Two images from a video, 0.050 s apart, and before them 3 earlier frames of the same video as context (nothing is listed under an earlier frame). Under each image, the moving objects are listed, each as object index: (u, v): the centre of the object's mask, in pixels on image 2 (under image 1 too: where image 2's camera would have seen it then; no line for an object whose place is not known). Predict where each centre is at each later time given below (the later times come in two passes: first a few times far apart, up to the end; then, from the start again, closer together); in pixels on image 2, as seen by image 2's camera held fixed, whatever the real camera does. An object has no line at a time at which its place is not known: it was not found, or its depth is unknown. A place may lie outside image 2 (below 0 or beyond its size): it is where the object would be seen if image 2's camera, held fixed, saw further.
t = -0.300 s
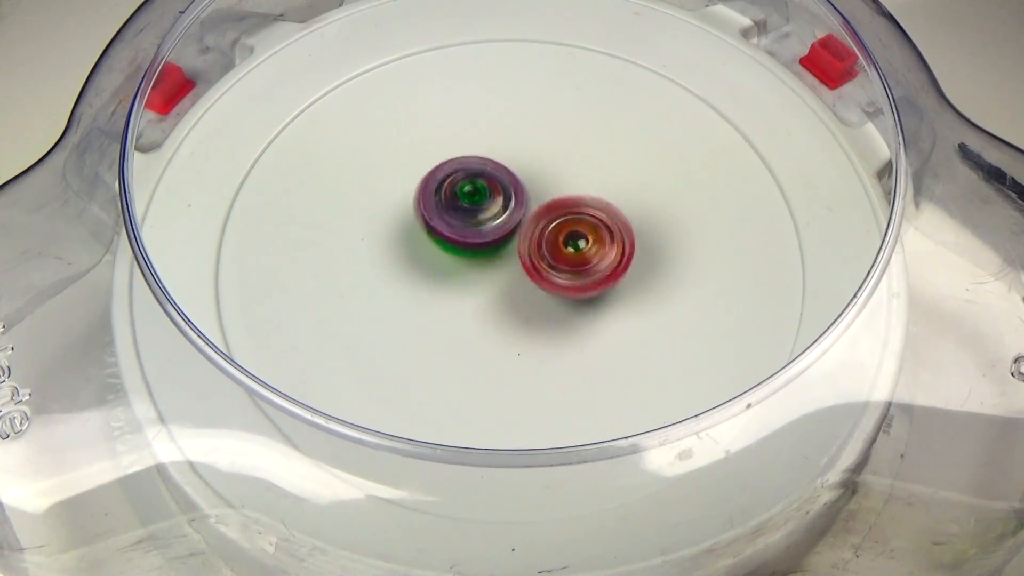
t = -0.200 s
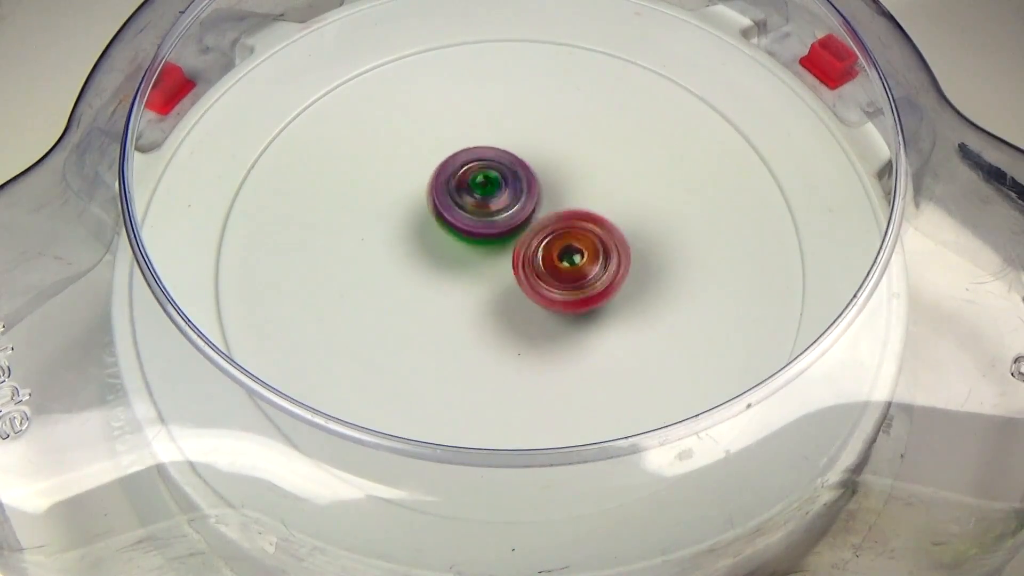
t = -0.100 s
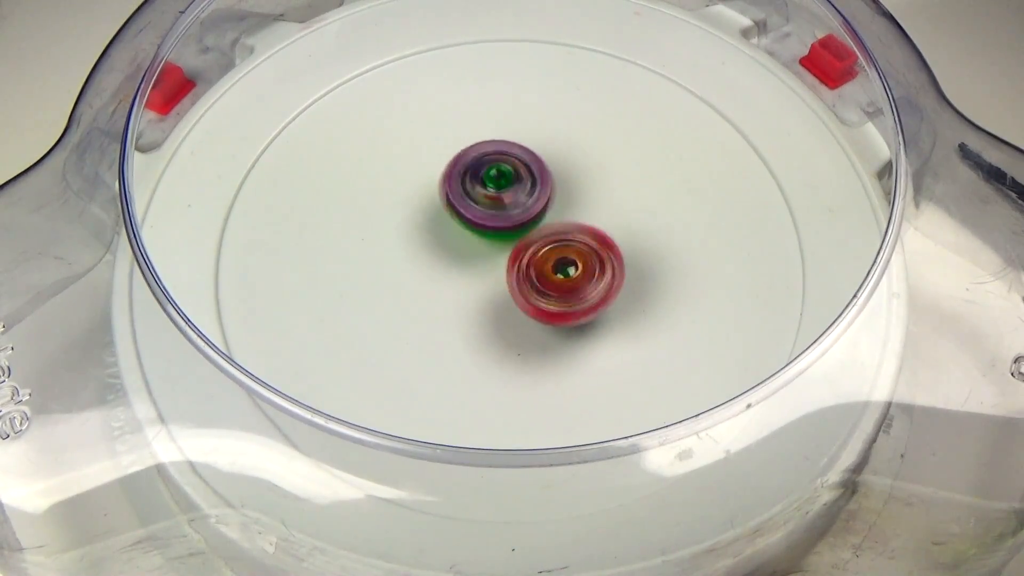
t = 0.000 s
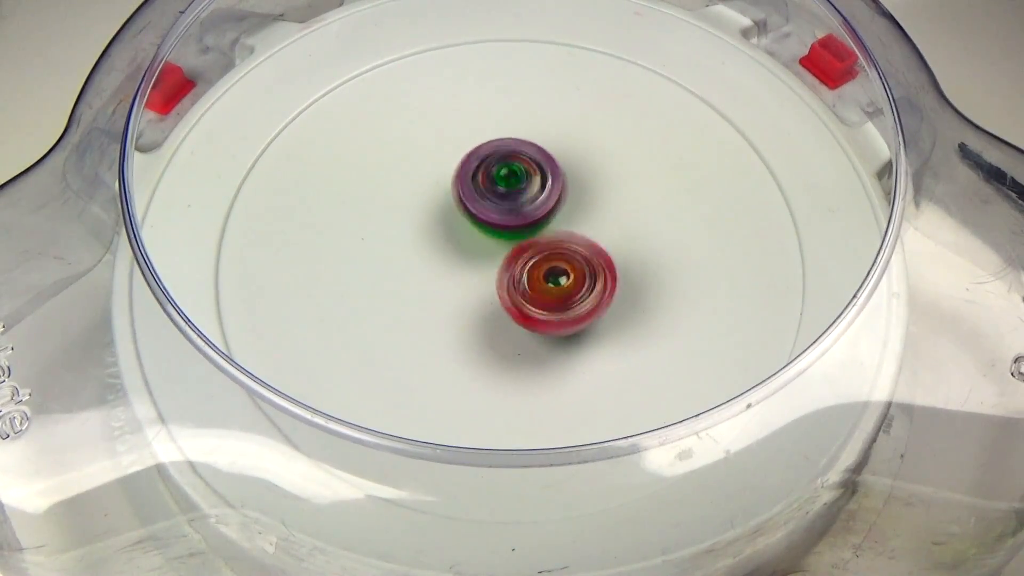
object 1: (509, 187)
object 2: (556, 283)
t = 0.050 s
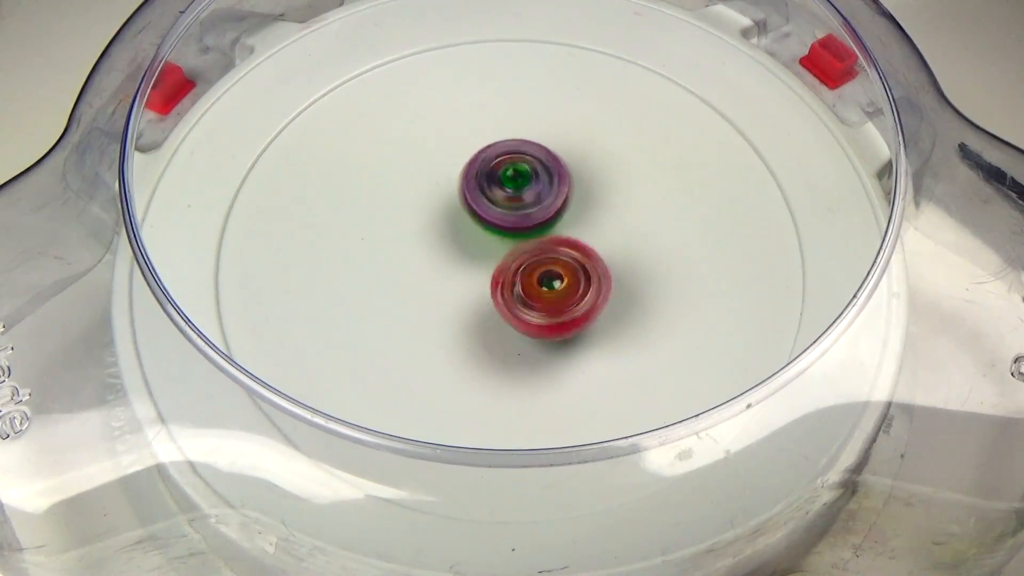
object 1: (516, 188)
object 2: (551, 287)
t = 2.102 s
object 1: (481, 221)
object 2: (618, 244)
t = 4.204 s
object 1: (484, 223)
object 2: (592, 263)
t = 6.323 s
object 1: (472, 249)
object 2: (576, 300)
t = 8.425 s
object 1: (453, 208)
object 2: (481, 303)
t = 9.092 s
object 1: (583, 236)
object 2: (475, 192)
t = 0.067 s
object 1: (518, 189)
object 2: (548, 289)
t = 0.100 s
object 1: (521, 191)
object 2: (544, 290)
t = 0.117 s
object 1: (524, 191)
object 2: (541, 292)
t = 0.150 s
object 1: (528, 194)
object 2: (536, 292)
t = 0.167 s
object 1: (530, 195)
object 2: (535, 293)
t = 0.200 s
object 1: (534, 198)
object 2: (529, 293)
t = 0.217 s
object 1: (536, 200)
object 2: (527, 293)
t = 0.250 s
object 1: (541, 203)
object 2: (520, 296)
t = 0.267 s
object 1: (544, 204)
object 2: (515, 296)
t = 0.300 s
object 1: (547, 208)
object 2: (509, 299)
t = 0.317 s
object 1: (549, 210)
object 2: (504, 300)
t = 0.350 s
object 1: (551, 213)
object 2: (499, 299)
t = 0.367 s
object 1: (551, 215)
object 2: (496, 300)
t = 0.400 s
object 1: (554, 221)
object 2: (489, 299)
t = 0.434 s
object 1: (555, 225)
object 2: (483, 297)
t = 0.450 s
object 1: (556, 227)
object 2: (477, 298)
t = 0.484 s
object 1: (562, 228)
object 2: (466, 300)
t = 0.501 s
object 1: (564, 229)
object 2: (461, 300)
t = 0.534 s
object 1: (567, 230)
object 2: (453, 301)
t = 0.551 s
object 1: (568, 231)
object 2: (450, 301)
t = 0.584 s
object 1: (571, 233)
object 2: (443, 300)
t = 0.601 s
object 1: (572, 235)
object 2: (441, 299)
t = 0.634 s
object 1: (572, 238)
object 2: (437, 296)
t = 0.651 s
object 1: (571, 238)
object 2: (434, 294)
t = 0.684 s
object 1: (573, 241)
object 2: (431, 291)
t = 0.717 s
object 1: (572, 245)
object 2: (430, 287)
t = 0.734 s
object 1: (569, 246)
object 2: (428, 284)
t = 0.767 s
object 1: (567, 248)
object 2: (428, 279)
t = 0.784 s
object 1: (566, 250)
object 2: (428, 277)
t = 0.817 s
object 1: (563, 253)
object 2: (428, 270)
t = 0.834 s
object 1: (561, 255)
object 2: (430, 267)
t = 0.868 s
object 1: (557, 258)
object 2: (431, 261)
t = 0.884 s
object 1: (556, 259)
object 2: (433, 257)
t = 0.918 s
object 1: (556, 263)
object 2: (431, 249)
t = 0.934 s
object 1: (560, 266)
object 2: (427, 243)
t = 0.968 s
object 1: (563, 270)
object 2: (420, 233)
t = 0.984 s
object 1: (565, 271)
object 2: (418, 229)
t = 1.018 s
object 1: (567, 272)
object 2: (414, 220)
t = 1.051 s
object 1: (567, 274)
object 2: (412, 212)
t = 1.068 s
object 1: (566, 275)
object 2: (413, 209)
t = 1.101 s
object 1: (563, 276)
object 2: (413, 202)
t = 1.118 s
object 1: (561, 276)
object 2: (414, 198)
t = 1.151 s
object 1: (558, 276)
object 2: (416, 192)
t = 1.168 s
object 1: (557, 277)
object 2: (417, 189)
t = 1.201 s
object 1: (552, 277)
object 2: (421, 184)
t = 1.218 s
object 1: (548, 278)
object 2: (424, 182)
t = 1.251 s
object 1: (541, 278)
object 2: (430, 178)
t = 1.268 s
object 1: (538, 277)
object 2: (433, 175)
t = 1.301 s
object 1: (531, 276)
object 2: (441, 172)
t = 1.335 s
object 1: (524, 276)
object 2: (449, 170)
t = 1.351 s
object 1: (521, 276)
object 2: (452, 168)
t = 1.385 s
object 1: (512, 275)
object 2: (462, 166)
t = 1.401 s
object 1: (508, 275)
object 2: (466, 167)
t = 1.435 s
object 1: (501, 273)
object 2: (475, 165)
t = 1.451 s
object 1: (497, 273)
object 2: (481, 166)
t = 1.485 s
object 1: (491, 273)
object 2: (491, 166)
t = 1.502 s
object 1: (488, 273)
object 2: (496, 166)
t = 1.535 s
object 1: (481, 272)
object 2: (506, 167)
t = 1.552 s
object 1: (478, 271)
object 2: (510, 168)
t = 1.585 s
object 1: (472, 270)
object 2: (520, 170)
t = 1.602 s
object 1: (470, 268)
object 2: (527, 171)
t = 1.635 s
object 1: (467, 267)
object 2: (536, 174)
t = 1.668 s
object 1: (463, 266)
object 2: (546, 177)
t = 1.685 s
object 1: (462, 265)
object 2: (551, 177)
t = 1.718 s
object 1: (459, 262)
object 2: (562, 181)
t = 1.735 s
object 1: (458, 261)
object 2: (565, 183)
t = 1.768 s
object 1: (457, 258)
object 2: (574, 186)
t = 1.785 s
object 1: (457, 257)
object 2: (579, 189)
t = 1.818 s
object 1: (458, 254)
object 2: (587, 194)
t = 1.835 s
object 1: (459, 253)
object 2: (591, 195)
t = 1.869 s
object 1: (461, 251)
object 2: (598, 200)
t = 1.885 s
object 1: (462, 250)
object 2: (600, 203)
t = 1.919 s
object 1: (464, 247)
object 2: (605, 209)
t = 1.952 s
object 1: (467, 243)
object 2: (610, 215)
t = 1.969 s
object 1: (468, 240)
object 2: (612, 219)
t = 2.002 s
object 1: (472, 236)
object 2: (615, 225)
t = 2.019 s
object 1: (475, 234)
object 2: (616, 227)
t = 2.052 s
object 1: (478, 229)
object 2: (619, 235)
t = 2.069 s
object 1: (479, 226)
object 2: (617, 238)
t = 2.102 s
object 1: (481, 221)
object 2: (618, 244)
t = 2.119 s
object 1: (482, 219)
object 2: (618, 248)
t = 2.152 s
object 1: (484, 213)
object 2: (616, 255)
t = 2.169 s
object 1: (486, 211)
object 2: (616, 258)
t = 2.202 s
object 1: (488, 206)
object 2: (612, 265)
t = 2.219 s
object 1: (489, 204)
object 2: (610, 269)
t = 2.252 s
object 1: (490, 202)
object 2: (604, 274)
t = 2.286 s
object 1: (492, 200)
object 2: (598, 281)
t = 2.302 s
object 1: (493, 200)
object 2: (595, 284)
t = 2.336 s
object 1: (494, 199)
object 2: (587, 289)
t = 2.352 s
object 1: (495, 199)
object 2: (584, 291)
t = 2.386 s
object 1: (497, 198)
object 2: (575, 296)
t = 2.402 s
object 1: (498, 198)
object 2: (569, 298)
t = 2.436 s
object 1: (502, 198)
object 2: (559, 302)
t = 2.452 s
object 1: (504, 198)
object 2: (554, 303)
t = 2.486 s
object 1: (507, 200)
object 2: (543, 305)
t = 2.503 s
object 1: (508, 201)
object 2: (536, 305)
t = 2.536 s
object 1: (510, 203)
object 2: (524, 305)
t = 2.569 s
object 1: (513, 205)
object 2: (513, 305)
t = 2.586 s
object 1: (514, 206)
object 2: (506, 304)
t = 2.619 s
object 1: (516, 208)
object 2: (495, 302)
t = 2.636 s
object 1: (518, 209)
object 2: (489, 301)
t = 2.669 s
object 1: (521, 211)
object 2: (478, 299)
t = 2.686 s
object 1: (522, 213)
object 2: (470, 298)
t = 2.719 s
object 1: (524, 215)
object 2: (459, 295)
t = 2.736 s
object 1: (525, 218)
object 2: (455, 294)
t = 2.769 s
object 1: (525, 221)
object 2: (445, 290)
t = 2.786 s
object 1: (526, 223)
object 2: (439, 287)
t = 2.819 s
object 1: (528, 227)
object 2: (432, 283)
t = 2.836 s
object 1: (528, 229)
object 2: (429, 280)
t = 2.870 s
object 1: (528, 232)
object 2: (422, 275)
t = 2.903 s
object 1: (529, 236)
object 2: (417, 269)
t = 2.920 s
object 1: (531, 238)
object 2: (415, 265)
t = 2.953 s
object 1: (533, 242)
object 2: (413, 258)
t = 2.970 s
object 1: (533, 242)
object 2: (411, 255)
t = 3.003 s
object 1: (535, 246)
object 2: (410, 248)
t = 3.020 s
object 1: (535, 248)
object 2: (411, 245)
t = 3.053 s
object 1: (535, 252)
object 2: (412, 238)
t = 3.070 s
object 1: (535, 253)
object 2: (412, 234)
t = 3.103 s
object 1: (535, 257)
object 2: (413, 227)
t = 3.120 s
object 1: (535, 259)
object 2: (416, 224)
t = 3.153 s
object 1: (533, 262)
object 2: (420, 217)
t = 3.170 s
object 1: (533, 263)
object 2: (421, 213)
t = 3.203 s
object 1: (531, 266)
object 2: (426, 207)
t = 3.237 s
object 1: (529, 268)
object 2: (431, 200)
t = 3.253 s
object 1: (527, 268)
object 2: (435, 198)
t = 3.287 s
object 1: (525, 270)
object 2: (441, 192)
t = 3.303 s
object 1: (525, 271)
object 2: (445, 189)
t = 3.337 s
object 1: (523, 272)
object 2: (452, 184)
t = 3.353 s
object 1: (521, 272)
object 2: (457, 182)
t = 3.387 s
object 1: (519, 273)
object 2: (465, 178)
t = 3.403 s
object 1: (518, 274)
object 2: (470, 175)
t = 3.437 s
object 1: (515, 274)
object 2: (479, 172)
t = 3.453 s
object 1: (513, 274)
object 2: (483, 171)
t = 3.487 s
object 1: (511, 275)
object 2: (492, 168)
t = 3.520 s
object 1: (508, 275)
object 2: (501, 166)
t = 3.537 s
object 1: (506, 274)
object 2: (506, 165)
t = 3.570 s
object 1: (503, 273)
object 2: (516, 164)
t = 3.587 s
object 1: (502, 273)
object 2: (520, 164)
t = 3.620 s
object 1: (500, 272)
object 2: (529, 165)
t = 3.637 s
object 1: (498, 271)
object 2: (535, 165)
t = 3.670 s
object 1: (495, 269)
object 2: (544, 167)
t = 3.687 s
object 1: (495, 268)
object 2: (547, 168)
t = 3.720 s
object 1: (492, 266)
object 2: (555, 170)
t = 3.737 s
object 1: (491, 264)
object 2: (561, 172)
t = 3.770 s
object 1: (489, 261)
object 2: (569, 175)
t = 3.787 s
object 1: (489, 260)
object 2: (571, 177)
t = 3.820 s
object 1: (488, 256)
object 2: (579, 181)
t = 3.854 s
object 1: (487, 253)
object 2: (585, 186)
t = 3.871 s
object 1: (485, 250)
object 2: (589, 189)
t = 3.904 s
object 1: (484, 247)
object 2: (594, 195)
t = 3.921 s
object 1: (484, 246)
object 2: (595, 198)
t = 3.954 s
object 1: (483, 242)
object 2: (599, 204)
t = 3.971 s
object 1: (483, 241)
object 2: (601, 208)
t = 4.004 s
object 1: (482, 238)
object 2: (604, 215)
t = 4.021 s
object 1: (482, 237)
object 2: (603, 219)
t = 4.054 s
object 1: (482, 234)
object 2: (604, 227)
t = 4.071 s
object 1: (482, 232)
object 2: (605, 231)
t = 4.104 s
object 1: (482, 230)
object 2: (603, 239)
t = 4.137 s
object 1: (483, 228)
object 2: (601, 247)
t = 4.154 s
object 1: (483, 227)
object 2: (598, 250)
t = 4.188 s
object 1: (483, 224)
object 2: (595, 259)
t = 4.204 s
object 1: (484, 223)
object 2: (592, 263)
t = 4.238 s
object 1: (484, 221)
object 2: (587, 271)
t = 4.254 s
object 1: (485, 221)
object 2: (583, 274)
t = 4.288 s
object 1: (486, 219)
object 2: (577, 282)
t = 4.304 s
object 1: (487, 218)
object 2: (573, 285)
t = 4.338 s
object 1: (489, 217)
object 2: (565, 291)
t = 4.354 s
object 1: (490, 217)
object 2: (560, 294)
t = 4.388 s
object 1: (492, 216)
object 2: (550, 298)
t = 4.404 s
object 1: (492, 215)
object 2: (546, 301)
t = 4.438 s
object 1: (494, 215)
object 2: (536, 304)
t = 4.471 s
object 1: (497, 215)
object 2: (526, 307)
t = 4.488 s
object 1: (498, 215)
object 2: (520, 308)
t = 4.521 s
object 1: (500, 215)
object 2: (509, 310)
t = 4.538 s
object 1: (502, 215)
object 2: (506, 311)
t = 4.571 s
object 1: (504, 215)
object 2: (495, 311)
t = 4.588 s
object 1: (505, 215)
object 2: (489, 311)
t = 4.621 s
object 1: (507, 216)
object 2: (479, 309)
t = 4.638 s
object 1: (508, 216)
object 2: (476, 308)
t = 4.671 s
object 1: (510, 216)
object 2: (467, 305)
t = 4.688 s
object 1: (511, 217)
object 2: (461, 303)
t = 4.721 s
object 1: (513, 218)
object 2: (453, 298)
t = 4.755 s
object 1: (515, 220)
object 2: (446, 293)
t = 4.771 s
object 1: (516, 220)
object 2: (441, 291)
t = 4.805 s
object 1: (519, 221)
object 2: (432, 287)
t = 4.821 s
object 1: (521, 220)
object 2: (428, 286)
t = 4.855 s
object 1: (523, 220)
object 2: (422, 281)
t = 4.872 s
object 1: (523, 220)
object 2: (418, 277)
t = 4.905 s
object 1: (524, 221)
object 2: (415, 271)
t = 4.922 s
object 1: (525, 222)
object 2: (414, 268)
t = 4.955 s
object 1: (526, 223)
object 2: (413, 261)
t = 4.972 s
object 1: (526, 225)
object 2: (412, 257)
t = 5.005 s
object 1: (528, 227)
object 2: (412, 250)
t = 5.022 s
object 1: (529, 228)
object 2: (413, 246)
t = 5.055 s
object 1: (538, 230)
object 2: (406, 238)
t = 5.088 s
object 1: (544, 231)
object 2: (402, 230)
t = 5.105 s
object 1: (546, 231)
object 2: (402, 226)
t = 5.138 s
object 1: (549, 233)
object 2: (400, 218)
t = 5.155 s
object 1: (551, 234)
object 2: (400, 215)
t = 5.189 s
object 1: (553, 236)
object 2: (401, 208)
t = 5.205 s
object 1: (552, 237)
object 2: (402, 203)
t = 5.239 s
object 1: (552, 240)
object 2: (405, 198)
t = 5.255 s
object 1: (553, 240)
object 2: (408, 195)
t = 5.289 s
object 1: (552, 243)
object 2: (414, 189)
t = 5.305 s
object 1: (551, 244)
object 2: (416, 187)
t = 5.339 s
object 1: (550, 247)
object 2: (424, 182)
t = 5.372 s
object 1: (549, 249)
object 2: (433, 178)
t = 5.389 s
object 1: (549, 249)
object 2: (437, 176)
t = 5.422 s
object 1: (546, 251)
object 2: (446, 172)
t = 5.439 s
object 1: (546, 253)
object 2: (452, 172)
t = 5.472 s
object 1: (543, 254)
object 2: (463, 169)
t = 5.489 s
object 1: (541, 255)
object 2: (468, 168)
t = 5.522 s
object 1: (537, 257)
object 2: (478, 167)
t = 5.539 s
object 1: (537, 257)
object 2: (485, 166)
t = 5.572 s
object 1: (534, 261)
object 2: (494, 164)
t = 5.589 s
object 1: (531, 264)
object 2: (500, 163)
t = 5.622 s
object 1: (529, 267)
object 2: (511, 163)
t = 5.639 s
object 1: (529, 268)
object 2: (516, 163)
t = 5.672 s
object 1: (526, 270)
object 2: (527, 165)
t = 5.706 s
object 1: (523, 271)
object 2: (538, 167)
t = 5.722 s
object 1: (521, 271)
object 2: (543, 169)
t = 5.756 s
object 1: (517, 272)
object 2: (553, 173)
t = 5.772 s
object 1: (514, 273)
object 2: (558, 174)
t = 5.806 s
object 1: (509, 274)
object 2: (568, 179)
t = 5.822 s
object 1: (509, 273)
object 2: (572, 182)
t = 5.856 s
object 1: (505, 274)
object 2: (581, 189)
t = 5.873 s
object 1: (503, 274)
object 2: (584, 191)
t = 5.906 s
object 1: (501, 274)
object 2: (591, 199)
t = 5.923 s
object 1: (499, 273)
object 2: (593, 202)
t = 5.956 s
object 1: (497, 272)
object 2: (599, 211)
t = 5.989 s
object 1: (493, 271)
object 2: (603, 219)
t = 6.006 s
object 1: (492, 270)
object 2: (604, 224)
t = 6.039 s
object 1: (487, 270)
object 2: (608, 232)
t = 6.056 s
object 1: (484, 270)
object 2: (608, 236)
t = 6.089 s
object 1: (482, 268)
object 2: (610, 246)
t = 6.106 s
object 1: (482, 267)
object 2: (609, 249)
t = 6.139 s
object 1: (479, 265)
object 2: (608, 258)
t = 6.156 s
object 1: (478, 264)
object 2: (606, 263)
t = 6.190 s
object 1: (476, 262)
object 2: (603, 272)
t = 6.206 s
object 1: (474, 261)
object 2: (599, 275)
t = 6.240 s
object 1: (472, 258)
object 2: (594, 283)
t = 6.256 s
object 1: (473, 256)
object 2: (591, 287)
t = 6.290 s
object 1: (473, 253)
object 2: (584, 293)
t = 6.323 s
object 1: (472, 249)
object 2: (576, 300)
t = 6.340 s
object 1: (472, 247)
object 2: (572, 303)
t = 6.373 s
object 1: (471, 244)
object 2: (562, 308)
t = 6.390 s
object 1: (470, 243)
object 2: (557, 310)
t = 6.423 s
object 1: (470, 240)
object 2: (546, 314)
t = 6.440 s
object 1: (472, 238)
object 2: (541, 316)
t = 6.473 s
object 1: (472, 230)
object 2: (532, 324)
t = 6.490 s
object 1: (473, 226)
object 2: (527, 326)
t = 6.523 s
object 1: (473, 220)
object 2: (517, 329)
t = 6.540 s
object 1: (472, 218)
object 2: (513, 330)
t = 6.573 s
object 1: (475, 214)
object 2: (503, 330)
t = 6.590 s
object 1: (477, 212)
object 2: (497, 330)
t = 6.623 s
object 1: (479, 209)
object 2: (488, 328)
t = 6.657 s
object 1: (482, 206)
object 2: (478, 325)
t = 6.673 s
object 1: (484, 205)
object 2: (473, 323)
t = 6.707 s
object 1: (489, 205)
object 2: (465, 318)
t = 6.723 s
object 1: (491, 204)
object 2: (461, 315)
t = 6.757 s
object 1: (497, 203)
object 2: (453, 308)
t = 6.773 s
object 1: (498, 203)
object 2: (450, 304)
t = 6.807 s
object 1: (503, 203)
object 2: (443, 296)
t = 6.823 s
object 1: (506, 204)
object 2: (440, 292)
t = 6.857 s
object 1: (511, 205)
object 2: (435, 283)
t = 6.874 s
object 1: (514, 204)
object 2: (432, 278)
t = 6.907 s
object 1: (518, 207)
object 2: (429, 268)
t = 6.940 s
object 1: (523, 207)
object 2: (428, 259)
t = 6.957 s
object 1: (525, 209)
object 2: (427, 253)
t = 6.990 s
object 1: (537, 207)
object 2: (421, 245)
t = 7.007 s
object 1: (541, 206)
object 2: (419, 241)
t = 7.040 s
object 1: (548, 207)
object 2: (418, 233)
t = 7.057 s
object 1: (553, 208)
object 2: (419, 229)
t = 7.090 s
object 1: (559, 209)
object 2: (422, 221)
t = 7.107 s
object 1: (561, 211)
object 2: (423, 217)
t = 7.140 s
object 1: (565, 213)
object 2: (429, 210)
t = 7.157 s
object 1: (566, 214)
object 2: (431, 205)
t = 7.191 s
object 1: (569, 219)
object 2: (438, 198)
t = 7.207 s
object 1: (572, 221)
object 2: (442, 195)
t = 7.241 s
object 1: (573, 225)
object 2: (449, 189)
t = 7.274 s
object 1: (573, 229)
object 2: (459, 184)
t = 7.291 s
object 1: (574, 231)
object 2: (464, 181)
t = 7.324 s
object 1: (575, 237)
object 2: (473, 176)
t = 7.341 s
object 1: (574, 239)
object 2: (479, 175)
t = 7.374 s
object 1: (574, 245)
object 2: (489, 172)
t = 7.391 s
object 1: (573, 248)
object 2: (494, 171)
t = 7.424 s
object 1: (572, 254)
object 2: (503, 168)
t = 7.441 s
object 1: (572, 256)
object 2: (508, 167)
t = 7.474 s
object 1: (569, 261)
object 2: (519, 166)
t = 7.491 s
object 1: (567, 264)
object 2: (524, 166)
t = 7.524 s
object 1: (565, 269)
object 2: (534, 167)
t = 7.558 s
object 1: (561, 273)
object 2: (544, 169)
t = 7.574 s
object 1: (558, 275)
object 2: (549, 171)
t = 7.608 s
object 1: (551, 279)
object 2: (558, 174)
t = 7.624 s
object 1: (547, 281)
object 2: (563, 177)
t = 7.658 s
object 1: (542, 284)
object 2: (571, 182)
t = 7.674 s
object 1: (537, 285)
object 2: (575, 185)
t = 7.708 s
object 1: (529, 289)
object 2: (582, 192)
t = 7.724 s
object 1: (525, 290)
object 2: (584, 195)
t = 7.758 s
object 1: (518, 292)
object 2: (590, 202)
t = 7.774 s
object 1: (515, 292)
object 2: (592, 207)
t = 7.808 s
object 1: (506, 293)
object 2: (595, 215)
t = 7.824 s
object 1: (502, 294)
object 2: (596, 218)
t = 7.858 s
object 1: (497, 292)
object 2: (599, 228)
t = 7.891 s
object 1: (488, 289)
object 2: (598, 237)
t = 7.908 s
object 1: (485, 289)
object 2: (598, 241)
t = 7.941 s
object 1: (478, 286)
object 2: (598, 251)
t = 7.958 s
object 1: (474, 285)
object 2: (598, 255)
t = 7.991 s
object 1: (467, 282)
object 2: (594, 263)
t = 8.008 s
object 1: (462, 281)
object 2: (593, 267)
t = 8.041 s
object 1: (459, 276)
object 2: (589, 275)
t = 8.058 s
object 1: (456, 274)
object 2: (586, 279)
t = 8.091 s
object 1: (451, 269)
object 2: (579, 285)
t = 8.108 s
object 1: (450, 267)
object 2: (574, 288)
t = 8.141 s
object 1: (448, 260)
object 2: (567, 294)
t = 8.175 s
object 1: (444, 254)
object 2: (557, 299)
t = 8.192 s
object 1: (444, 252)
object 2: (551, 301)
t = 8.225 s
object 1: (444, 246)
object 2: (541, 304)
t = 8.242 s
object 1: (443, 243)
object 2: (535, 305)
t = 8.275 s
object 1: (443, 236)
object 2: (525, 308)
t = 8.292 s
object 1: (443, 232)
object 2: (521, 310)
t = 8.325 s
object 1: (444, 224)
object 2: (510, 310)
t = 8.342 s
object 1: (444, 221)
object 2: (506, 309)
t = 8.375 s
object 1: (448, 216)
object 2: (497, 308)
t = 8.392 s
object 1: (450, 213)
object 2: (492, 307)
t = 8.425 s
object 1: (453, 208)
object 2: (481, 303)
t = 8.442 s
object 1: (455, 206)
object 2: (477, 301)
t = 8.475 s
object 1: (461, 201)
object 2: (469, 295)
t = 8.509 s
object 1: (467, 196)
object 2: (460, 290)
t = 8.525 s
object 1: (470, 194)
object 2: (457, 287)
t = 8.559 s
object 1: (479, 191)
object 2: (451, 282)
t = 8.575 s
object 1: (480, 189)
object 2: (448, 279)
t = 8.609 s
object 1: (489, 187)
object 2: (443, 273)
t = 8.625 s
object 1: (494, 186)
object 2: (442, 271)
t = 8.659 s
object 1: (502, 184)
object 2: (437, 265)
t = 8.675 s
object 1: (506, 183)
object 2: (437, 262)
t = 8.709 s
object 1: (515, 181)
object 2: (434, 254)
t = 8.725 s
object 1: (518, 181)
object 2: (434, 252)
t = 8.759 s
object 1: (525, 185)
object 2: (434, 245)
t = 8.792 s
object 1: (532, 188)
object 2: (435, 238)
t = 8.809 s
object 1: (536, 187)
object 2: (436, 235)
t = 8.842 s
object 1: (543, 190)
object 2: (439, 227)
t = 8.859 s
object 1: (547, 193)
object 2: (441, 224)
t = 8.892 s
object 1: (555, 197)
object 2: (442, 218)
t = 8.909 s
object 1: (559, 200)
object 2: (443, 215)
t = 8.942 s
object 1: (567, 204)
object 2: (448, 211)
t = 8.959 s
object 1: (568, 208)
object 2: (450, 208)
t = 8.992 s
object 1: (574, 214)
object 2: (456, 204)
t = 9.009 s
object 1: (576, 217)
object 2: (458, 202)
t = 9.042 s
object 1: (578, 223)
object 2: (465, 198)
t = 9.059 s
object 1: (581, 229)
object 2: (468, 195)
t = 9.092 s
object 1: (583, 236)
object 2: (475, 192)
